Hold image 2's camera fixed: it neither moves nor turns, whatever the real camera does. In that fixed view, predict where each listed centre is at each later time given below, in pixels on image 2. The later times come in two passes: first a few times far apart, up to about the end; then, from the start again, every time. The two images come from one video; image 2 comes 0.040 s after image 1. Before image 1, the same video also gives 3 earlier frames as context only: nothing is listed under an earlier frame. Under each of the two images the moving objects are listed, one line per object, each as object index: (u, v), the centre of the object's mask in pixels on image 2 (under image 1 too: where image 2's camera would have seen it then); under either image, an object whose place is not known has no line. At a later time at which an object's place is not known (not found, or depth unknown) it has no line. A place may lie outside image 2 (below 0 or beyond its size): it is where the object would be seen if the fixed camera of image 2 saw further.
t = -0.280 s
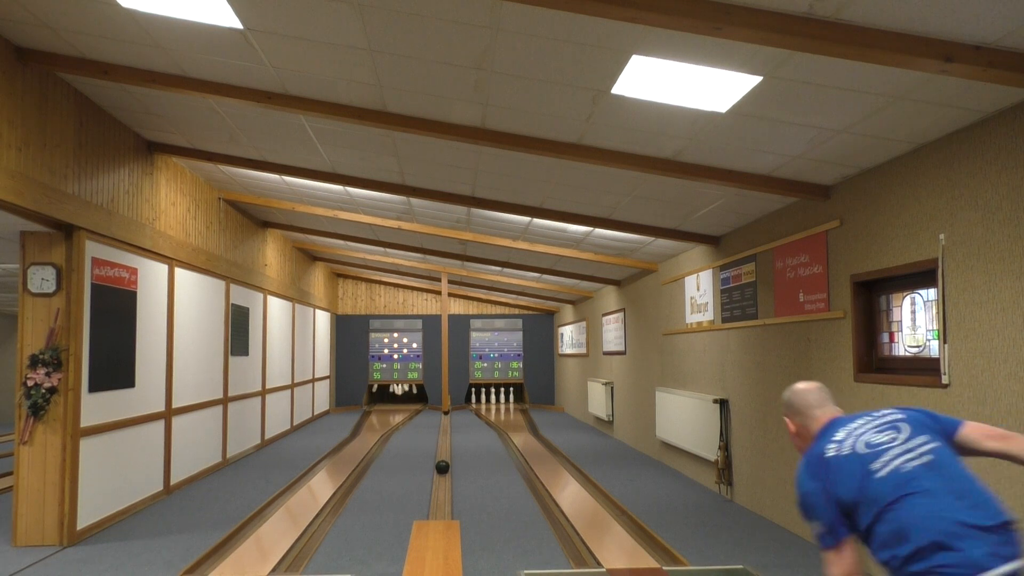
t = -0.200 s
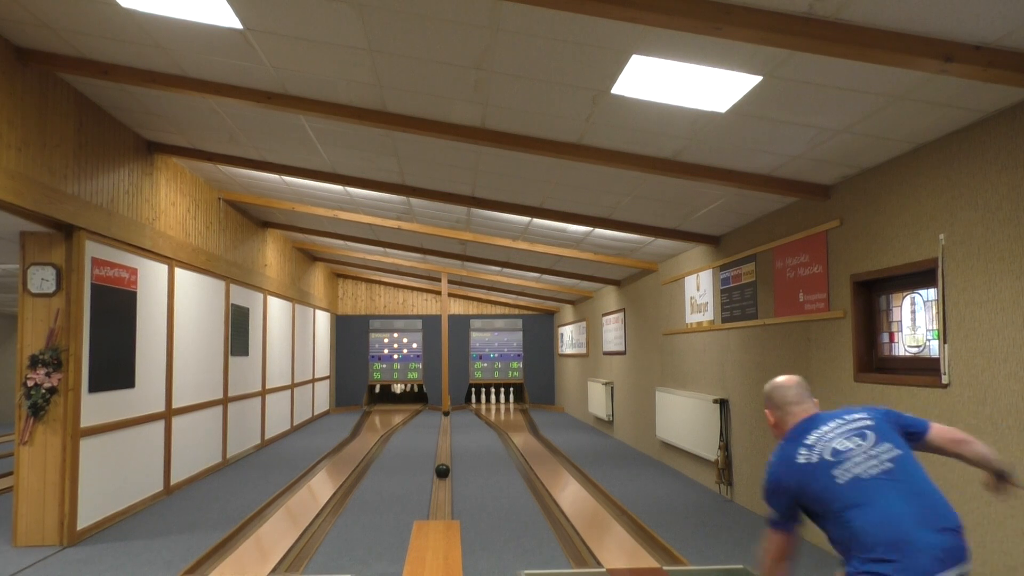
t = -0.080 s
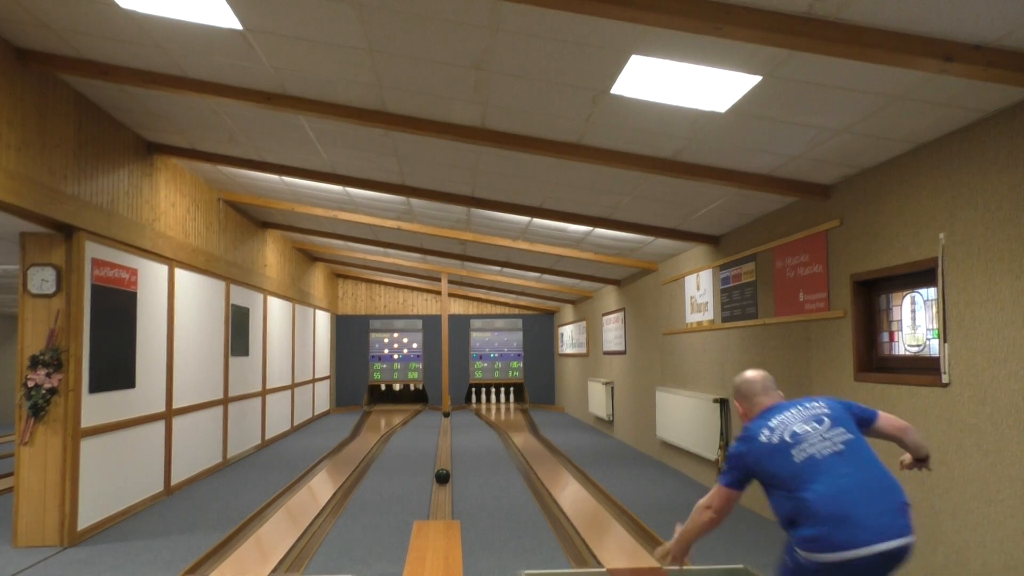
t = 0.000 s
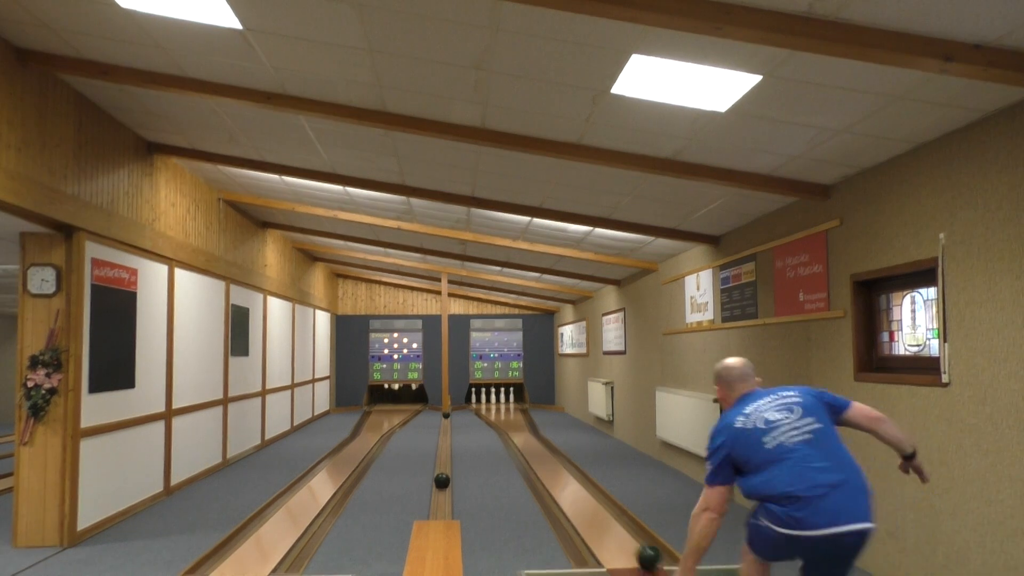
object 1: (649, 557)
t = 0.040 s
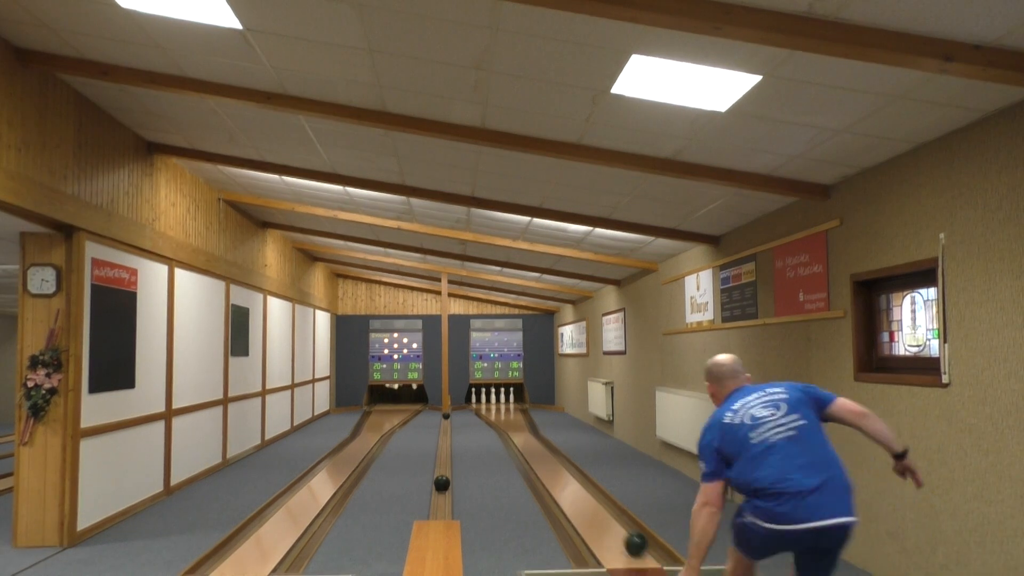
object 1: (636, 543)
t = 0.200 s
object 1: (600, 502)
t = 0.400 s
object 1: (568, 472)
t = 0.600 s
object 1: (547, 451)
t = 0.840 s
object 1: (530, 435)
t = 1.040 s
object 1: (518, 425)
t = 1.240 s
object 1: (509, 418)
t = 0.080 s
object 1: (625, 532)
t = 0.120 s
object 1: (615, 521)
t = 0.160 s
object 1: (606, 511)
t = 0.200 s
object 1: (600, 502)
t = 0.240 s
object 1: (592, 495)
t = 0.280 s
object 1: (584, 488)
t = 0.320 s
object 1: (578, 482)
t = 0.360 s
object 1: (573, 477)
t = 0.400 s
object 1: (568, 472)
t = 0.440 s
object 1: (563, 467)
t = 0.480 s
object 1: (559, 463)
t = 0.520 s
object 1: (555, 459)
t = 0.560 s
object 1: (551, 455)
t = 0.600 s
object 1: (547, 451)
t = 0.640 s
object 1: (544, 448)
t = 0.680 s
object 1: (541, 445)
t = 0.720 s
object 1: (538, 443)
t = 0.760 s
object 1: (535, 440)
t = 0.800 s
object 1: (532, 437)
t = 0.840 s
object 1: (530, 435)
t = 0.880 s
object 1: (527, 433)
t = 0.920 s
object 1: (525, 431)
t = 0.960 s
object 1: (522, 429)
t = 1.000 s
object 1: (521, 427)
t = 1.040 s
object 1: (518, 425)
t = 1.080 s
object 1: (517, 424)
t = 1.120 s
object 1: (515, 422)
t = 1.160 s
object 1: (513, 421)
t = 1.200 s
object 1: (511, 419)
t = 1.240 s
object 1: (509, 418)
